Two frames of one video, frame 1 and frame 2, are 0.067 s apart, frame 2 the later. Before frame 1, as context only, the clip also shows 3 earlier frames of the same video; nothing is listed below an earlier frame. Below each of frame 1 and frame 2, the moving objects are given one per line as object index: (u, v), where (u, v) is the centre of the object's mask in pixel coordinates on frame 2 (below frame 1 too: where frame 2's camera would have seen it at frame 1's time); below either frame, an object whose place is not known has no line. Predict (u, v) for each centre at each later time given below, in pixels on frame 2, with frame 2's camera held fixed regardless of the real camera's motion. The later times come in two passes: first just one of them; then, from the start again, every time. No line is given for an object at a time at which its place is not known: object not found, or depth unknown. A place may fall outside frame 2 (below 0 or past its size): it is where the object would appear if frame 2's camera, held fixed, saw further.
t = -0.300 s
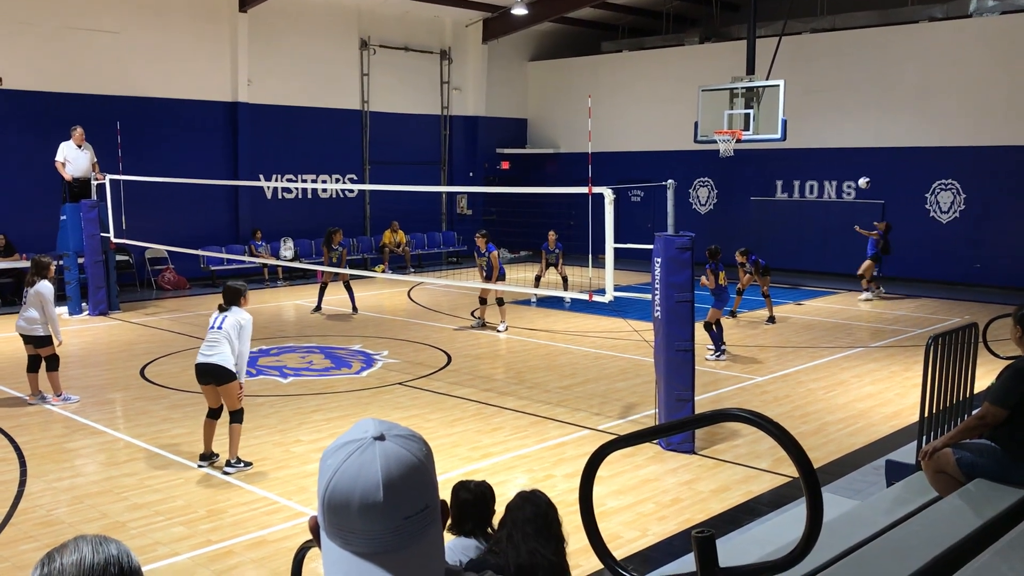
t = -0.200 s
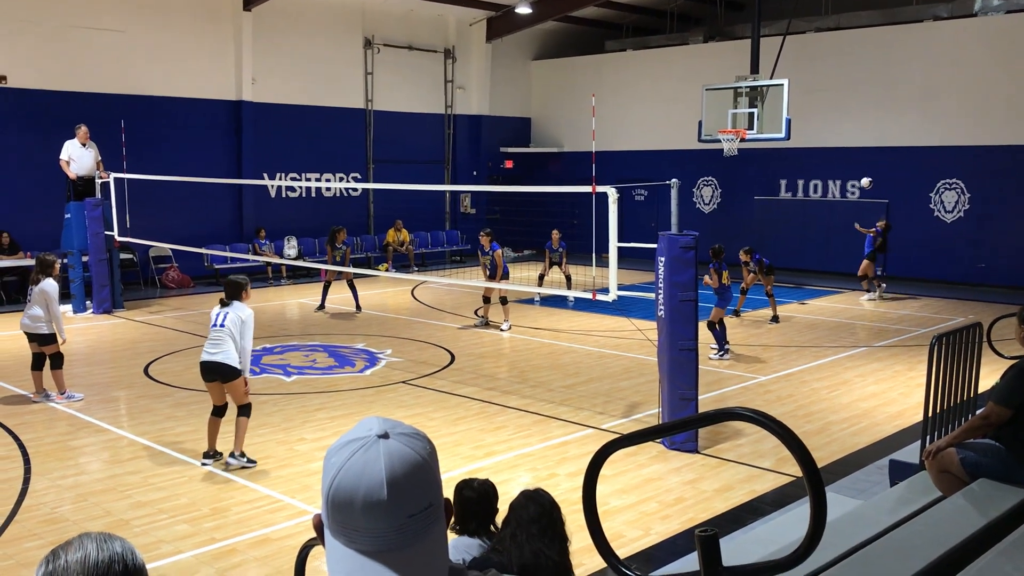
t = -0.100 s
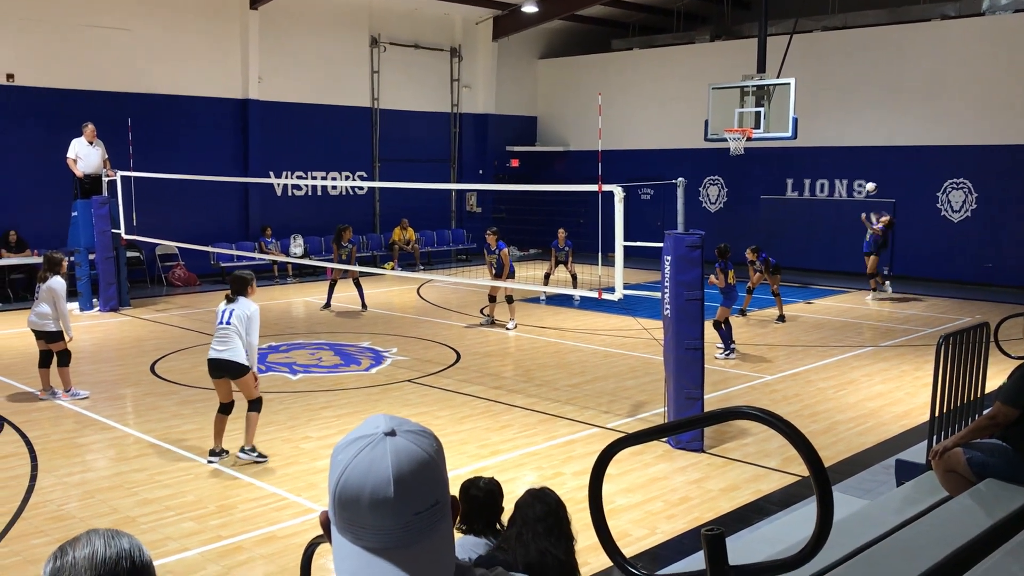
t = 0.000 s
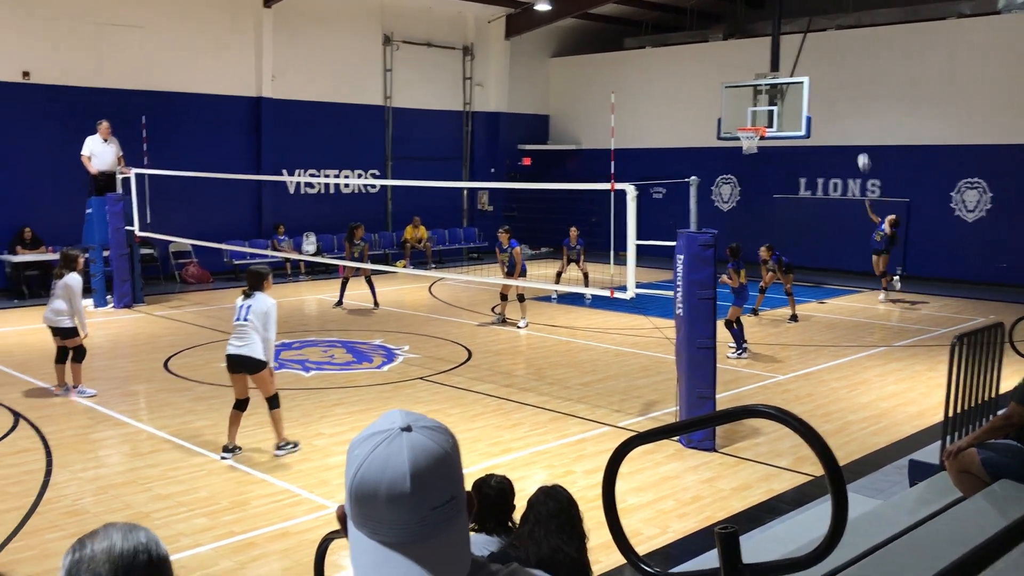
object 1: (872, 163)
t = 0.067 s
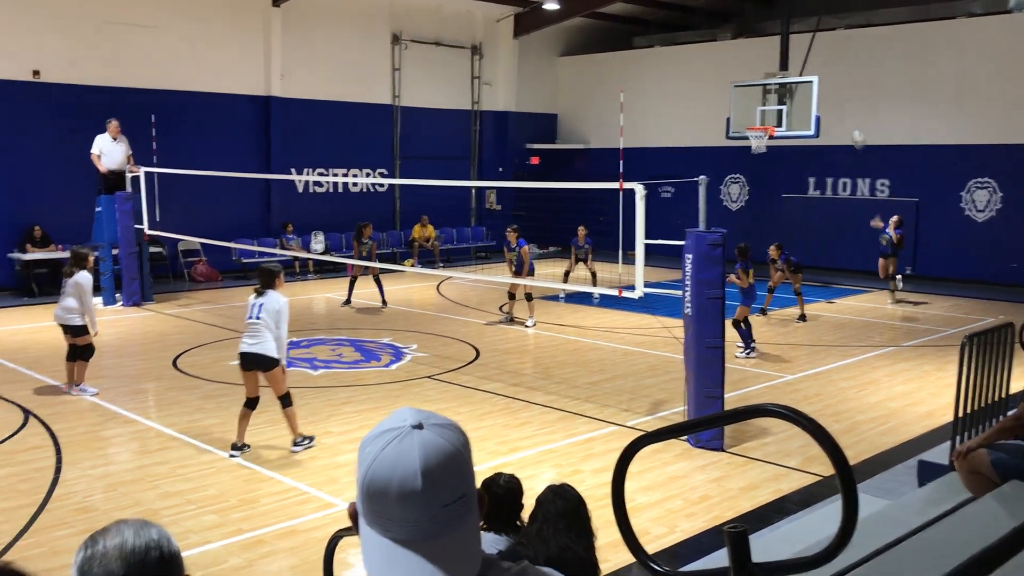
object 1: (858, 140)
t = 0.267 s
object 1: (817, 81)
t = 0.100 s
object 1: (852, 128)
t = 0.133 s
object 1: (845, 118)
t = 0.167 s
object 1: (838, 107)
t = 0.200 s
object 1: (831, 98)
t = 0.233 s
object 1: (825, 88)
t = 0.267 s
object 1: (817, 81)
